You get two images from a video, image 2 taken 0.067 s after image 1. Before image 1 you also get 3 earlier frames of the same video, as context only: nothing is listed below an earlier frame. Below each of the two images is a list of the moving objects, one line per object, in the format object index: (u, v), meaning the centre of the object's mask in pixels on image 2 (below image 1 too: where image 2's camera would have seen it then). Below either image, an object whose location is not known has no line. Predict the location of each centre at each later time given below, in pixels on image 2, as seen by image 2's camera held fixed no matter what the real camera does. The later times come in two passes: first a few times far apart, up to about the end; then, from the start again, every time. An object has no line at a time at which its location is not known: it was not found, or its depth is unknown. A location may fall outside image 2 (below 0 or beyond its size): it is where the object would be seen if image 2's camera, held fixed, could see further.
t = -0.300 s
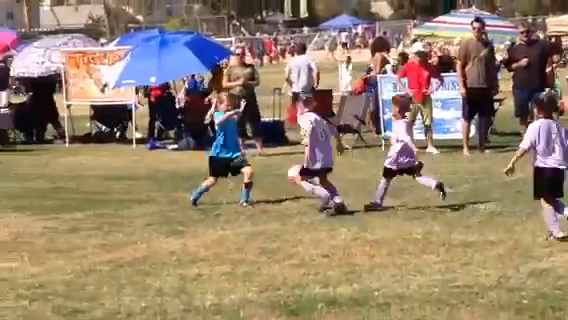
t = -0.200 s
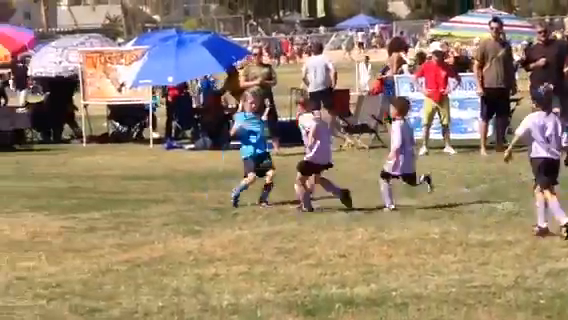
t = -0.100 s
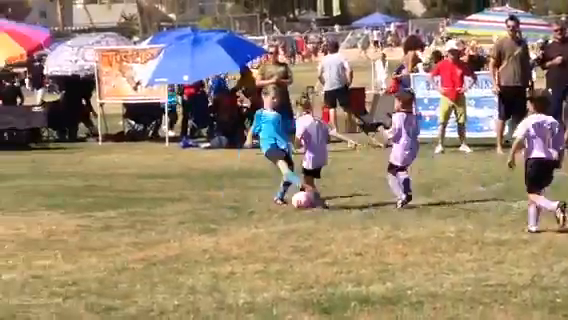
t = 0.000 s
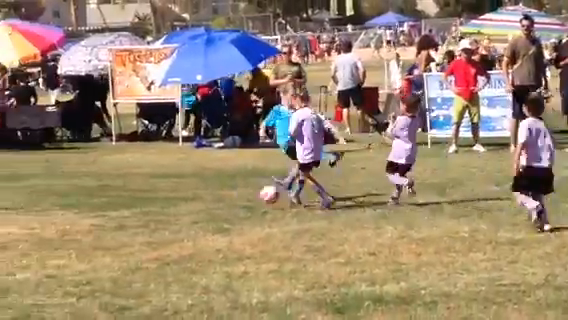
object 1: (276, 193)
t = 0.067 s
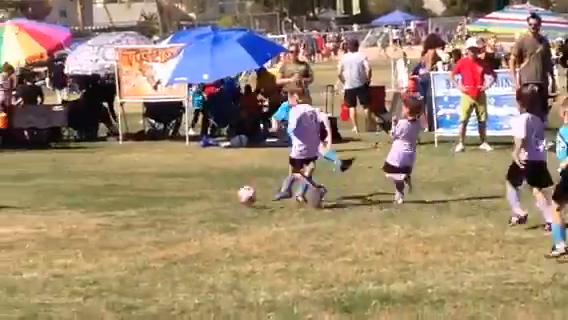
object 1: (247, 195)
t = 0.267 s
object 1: (162, 199)
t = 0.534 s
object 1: (59, 205)
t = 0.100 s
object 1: (232, 197)
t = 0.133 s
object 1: (218, 201)
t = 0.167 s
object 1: (204, 202)
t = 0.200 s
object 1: (189, 201)
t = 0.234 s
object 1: (175, 200)
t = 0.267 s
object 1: (162, 199)
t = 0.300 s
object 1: (149, 200)
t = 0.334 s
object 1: (135, 201)
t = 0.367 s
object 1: (122, 203)
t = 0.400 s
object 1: (109, 205)
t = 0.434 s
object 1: (95, 204)
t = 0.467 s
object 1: (82, 204)
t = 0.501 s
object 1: (70, 204)
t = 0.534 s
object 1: (59, 205)
